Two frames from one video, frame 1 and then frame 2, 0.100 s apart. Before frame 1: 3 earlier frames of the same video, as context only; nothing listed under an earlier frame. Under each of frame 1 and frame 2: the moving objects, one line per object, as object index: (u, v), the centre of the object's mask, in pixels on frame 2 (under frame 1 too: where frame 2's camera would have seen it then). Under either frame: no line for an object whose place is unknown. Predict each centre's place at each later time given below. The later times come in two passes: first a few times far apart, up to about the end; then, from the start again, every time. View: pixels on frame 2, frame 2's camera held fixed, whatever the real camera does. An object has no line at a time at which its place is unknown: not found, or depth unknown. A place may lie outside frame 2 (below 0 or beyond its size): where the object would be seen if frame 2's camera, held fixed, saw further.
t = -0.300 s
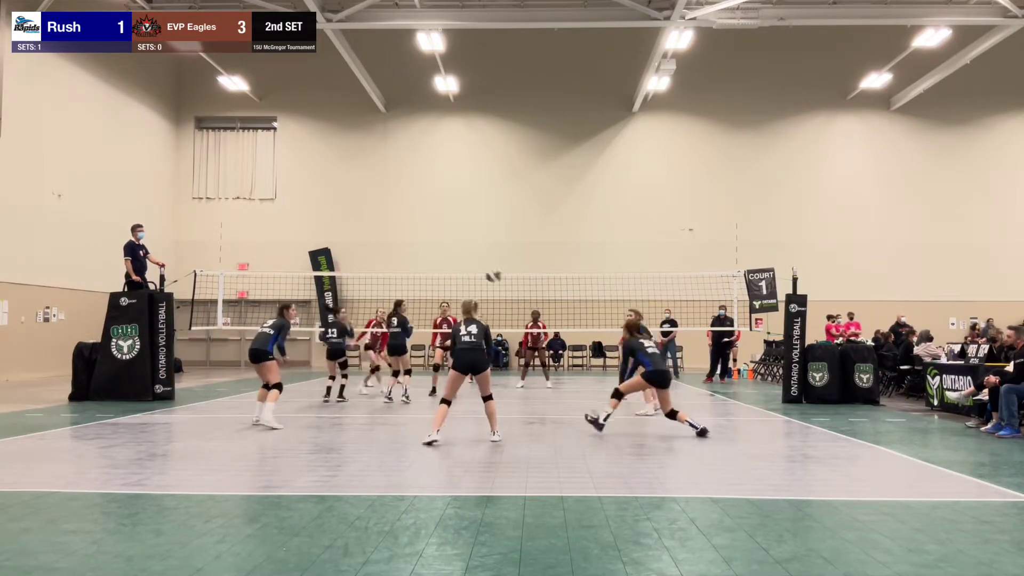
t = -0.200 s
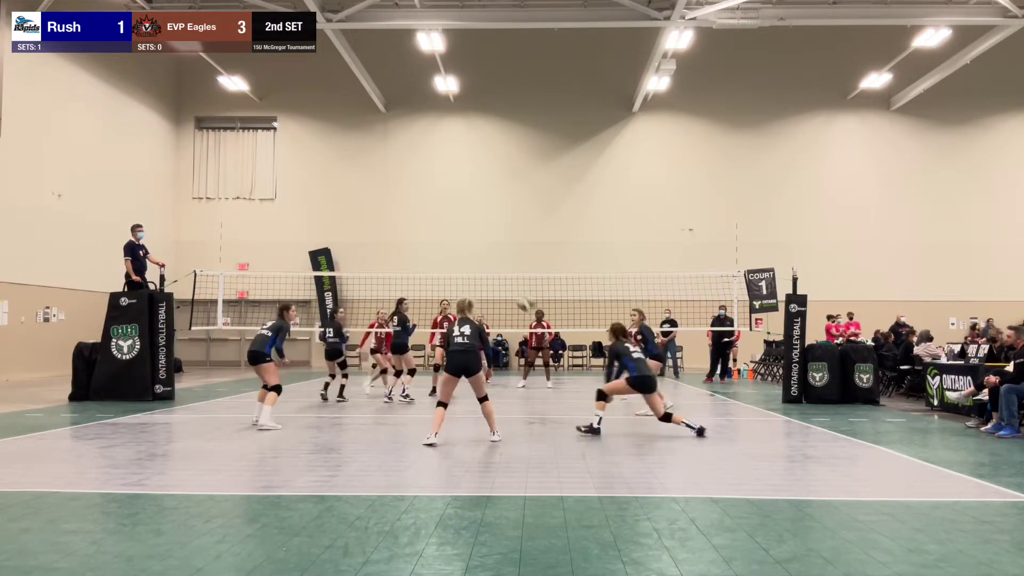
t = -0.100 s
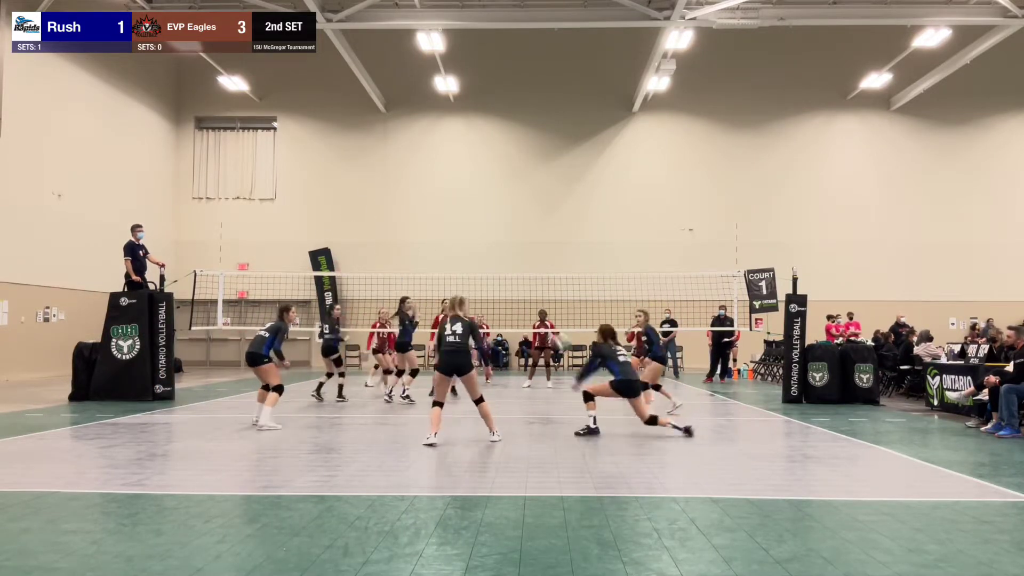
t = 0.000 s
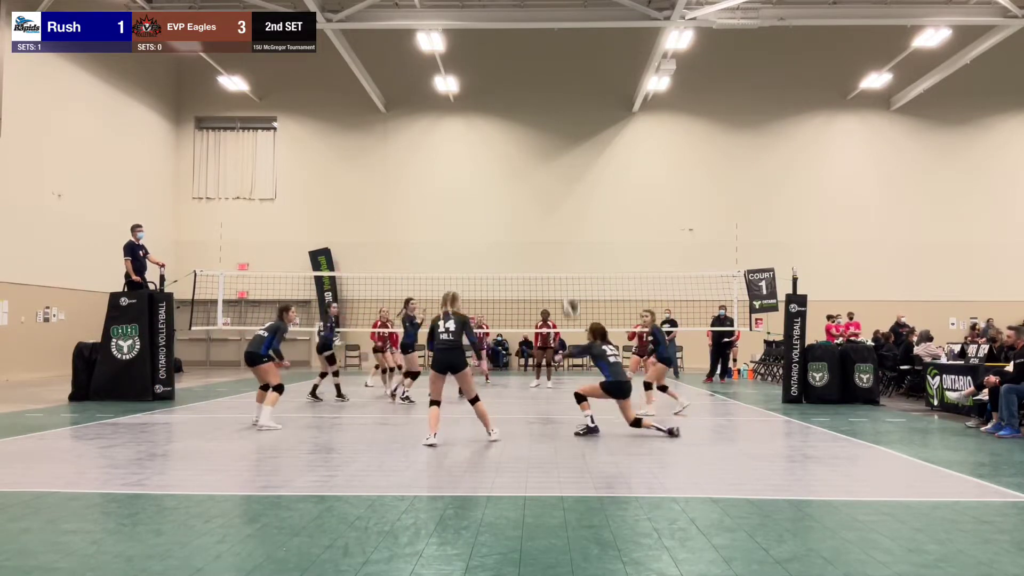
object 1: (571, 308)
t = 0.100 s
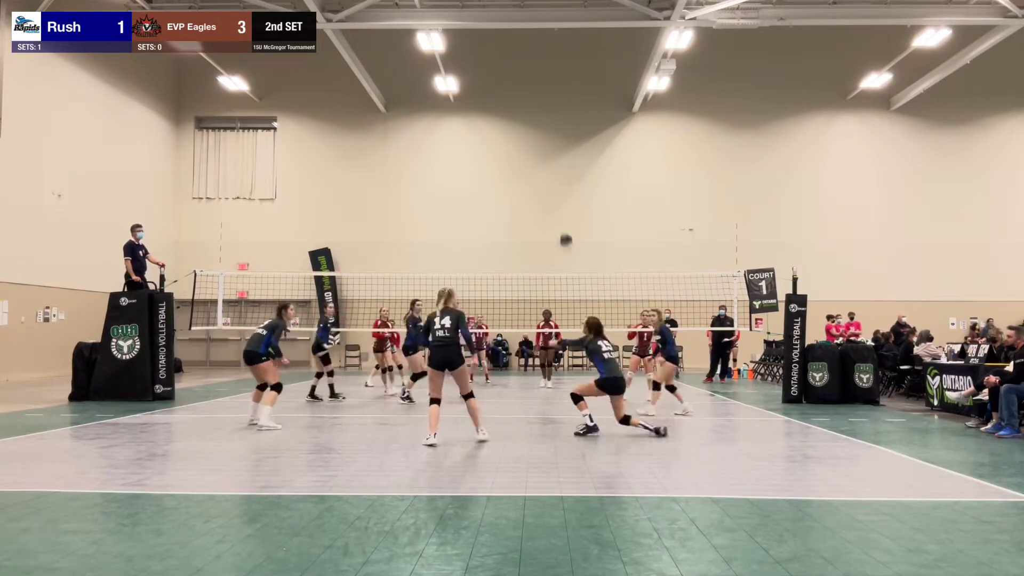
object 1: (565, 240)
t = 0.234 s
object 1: (561, 165)
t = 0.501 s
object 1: (554, 69)
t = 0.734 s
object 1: (550, 32)
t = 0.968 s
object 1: (546, 36)
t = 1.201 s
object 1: (543, 79)
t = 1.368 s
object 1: (539, 131)
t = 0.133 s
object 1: (564, 219)
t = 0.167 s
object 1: (562, 199)
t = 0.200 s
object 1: (562, 182)
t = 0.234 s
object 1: (561, 165)
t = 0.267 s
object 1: (559, 149)
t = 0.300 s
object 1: (558, 134)
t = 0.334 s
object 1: (558, 120)
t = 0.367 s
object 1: (556, 109)
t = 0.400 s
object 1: (555, 96)
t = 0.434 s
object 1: (555, 86)
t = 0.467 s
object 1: (555, 76)
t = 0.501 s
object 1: (554, 69)
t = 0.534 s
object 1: (552, 60)
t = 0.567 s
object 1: (552, 53)
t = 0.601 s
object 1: (552, 48)
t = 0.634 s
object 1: (552, 42)
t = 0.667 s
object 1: (551, 39)
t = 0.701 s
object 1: (550, 34)
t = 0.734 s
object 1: (550, 32)
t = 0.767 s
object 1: (549, 31)
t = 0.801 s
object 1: (549, 30)
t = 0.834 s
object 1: (547, 30)
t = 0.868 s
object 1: (548, 30)
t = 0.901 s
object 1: (546, 32)
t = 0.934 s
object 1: (547, 34)
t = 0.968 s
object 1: (546, 36)
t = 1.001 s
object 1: (545, 41)
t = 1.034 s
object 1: (545, 45)
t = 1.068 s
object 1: (544, 51)
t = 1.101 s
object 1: (545, 58)
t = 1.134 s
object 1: (544, 63)
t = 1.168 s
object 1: (543, 71)
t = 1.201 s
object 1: (543, 79)
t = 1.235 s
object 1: (543, 88)
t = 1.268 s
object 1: (542, 97)
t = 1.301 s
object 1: (541, 109)
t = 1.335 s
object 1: (541, 117)
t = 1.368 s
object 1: (539, 131)
